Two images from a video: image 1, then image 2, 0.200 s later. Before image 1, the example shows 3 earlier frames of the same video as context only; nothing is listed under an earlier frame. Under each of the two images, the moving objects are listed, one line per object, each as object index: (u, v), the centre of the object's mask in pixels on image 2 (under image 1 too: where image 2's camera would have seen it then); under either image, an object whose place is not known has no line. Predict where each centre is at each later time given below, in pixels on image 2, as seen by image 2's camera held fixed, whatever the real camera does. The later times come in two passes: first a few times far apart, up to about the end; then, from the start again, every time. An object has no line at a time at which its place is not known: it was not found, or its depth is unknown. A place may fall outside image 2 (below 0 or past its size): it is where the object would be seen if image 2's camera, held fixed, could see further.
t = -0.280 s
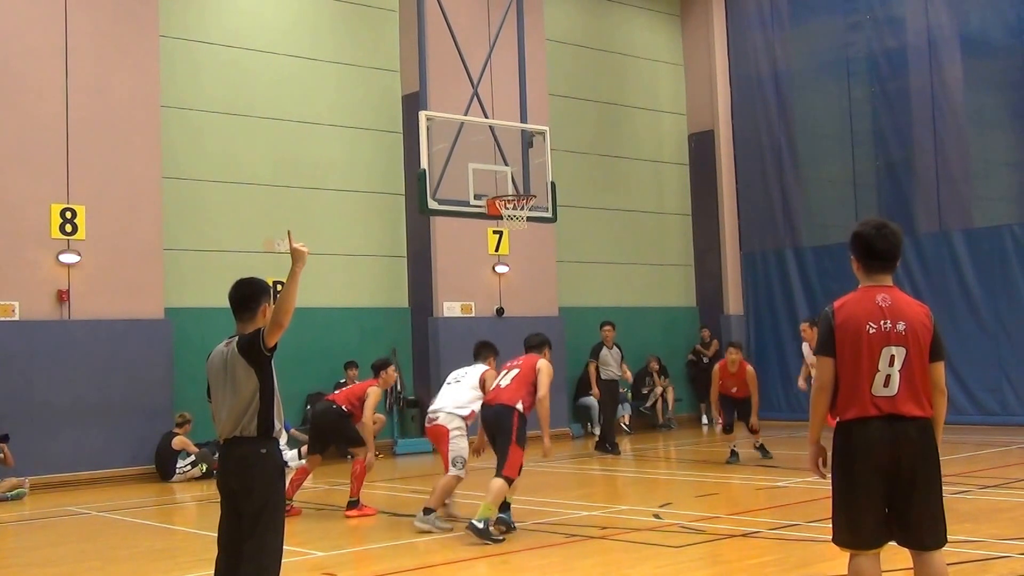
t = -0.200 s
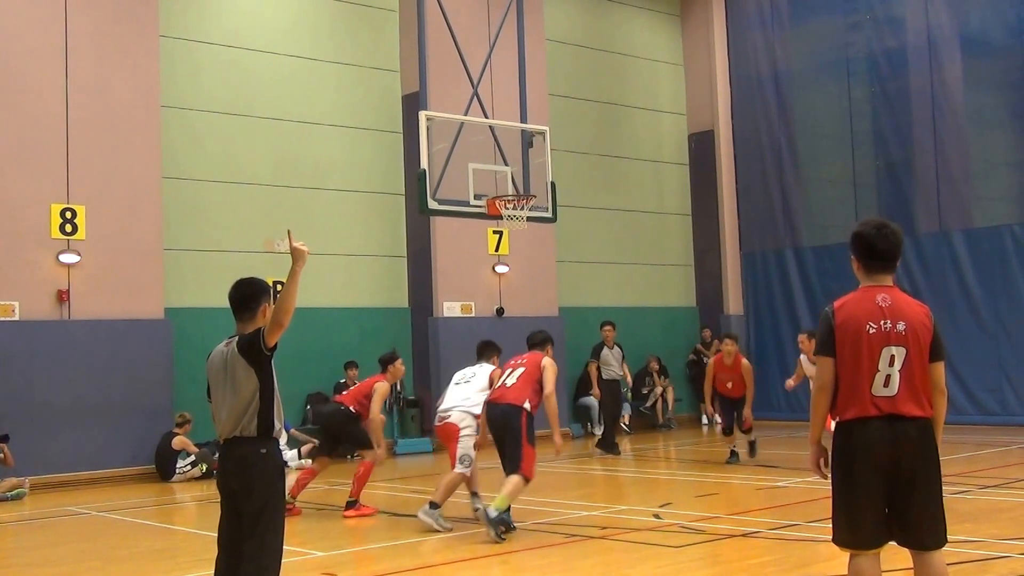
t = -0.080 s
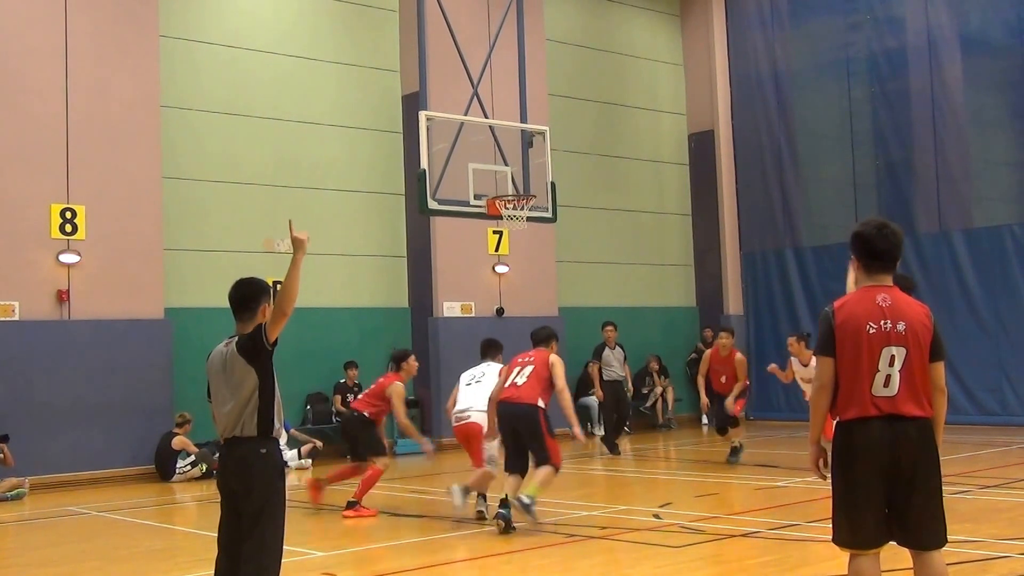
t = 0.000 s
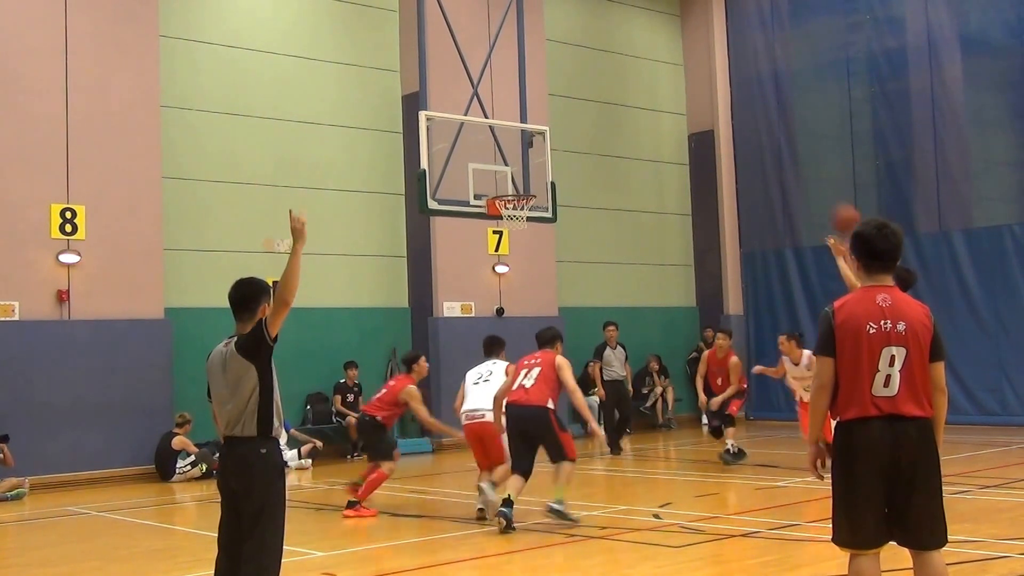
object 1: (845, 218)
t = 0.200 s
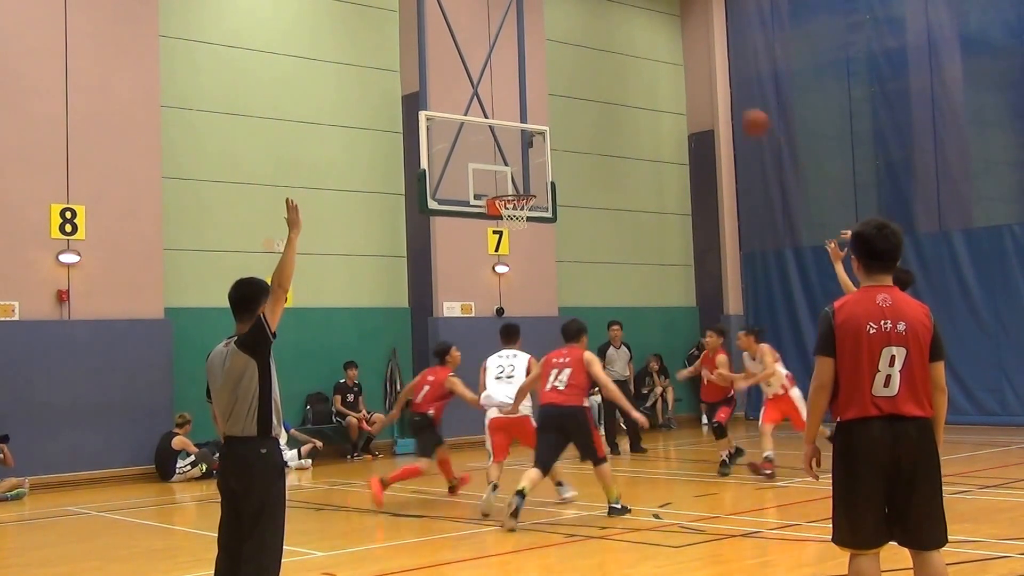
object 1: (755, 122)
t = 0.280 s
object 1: (722, 100)
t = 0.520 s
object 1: (638, 72)
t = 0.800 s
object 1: (557, 111)
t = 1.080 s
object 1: (503, 182)
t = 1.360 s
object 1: (523, 174)
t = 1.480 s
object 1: (531, 182)
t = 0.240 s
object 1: (739, 110)
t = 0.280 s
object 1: (722, 100)
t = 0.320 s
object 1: (707, 91)
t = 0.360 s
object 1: (693, 84)
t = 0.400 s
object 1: (679, 79)
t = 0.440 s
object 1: (664, 75)
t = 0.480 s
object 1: (651, 73)
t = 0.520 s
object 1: (638, 72)
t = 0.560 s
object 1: (625, 74)
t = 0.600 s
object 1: (613, 77)
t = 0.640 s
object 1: (601, 81)
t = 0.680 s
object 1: (590, 86)
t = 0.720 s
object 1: (578, 94)
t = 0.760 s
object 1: (568, 101)
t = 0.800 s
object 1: (557, 111)
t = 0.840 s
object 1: (547, 121)
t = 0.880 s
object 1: (537, 134)
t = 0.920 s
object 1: (527, 147)
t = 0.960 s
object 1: (517, 161)
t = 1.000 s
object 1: (508, 176)
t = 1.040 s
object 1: (500, 187)
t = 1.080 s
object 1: (503, 182)
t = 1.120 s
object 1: (506, 176)
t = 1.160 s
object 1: (509, 172)
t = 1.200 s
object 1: (512, 170)
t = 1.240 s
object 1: (515, 169)
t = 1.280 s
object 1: (518, 170)
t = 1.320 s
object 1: (521, 171)
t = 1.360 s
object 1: (523, 174)
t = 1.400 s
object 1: (527, 178)
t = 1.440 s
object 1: (530, 184)
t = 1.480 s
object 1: (531, 182)
